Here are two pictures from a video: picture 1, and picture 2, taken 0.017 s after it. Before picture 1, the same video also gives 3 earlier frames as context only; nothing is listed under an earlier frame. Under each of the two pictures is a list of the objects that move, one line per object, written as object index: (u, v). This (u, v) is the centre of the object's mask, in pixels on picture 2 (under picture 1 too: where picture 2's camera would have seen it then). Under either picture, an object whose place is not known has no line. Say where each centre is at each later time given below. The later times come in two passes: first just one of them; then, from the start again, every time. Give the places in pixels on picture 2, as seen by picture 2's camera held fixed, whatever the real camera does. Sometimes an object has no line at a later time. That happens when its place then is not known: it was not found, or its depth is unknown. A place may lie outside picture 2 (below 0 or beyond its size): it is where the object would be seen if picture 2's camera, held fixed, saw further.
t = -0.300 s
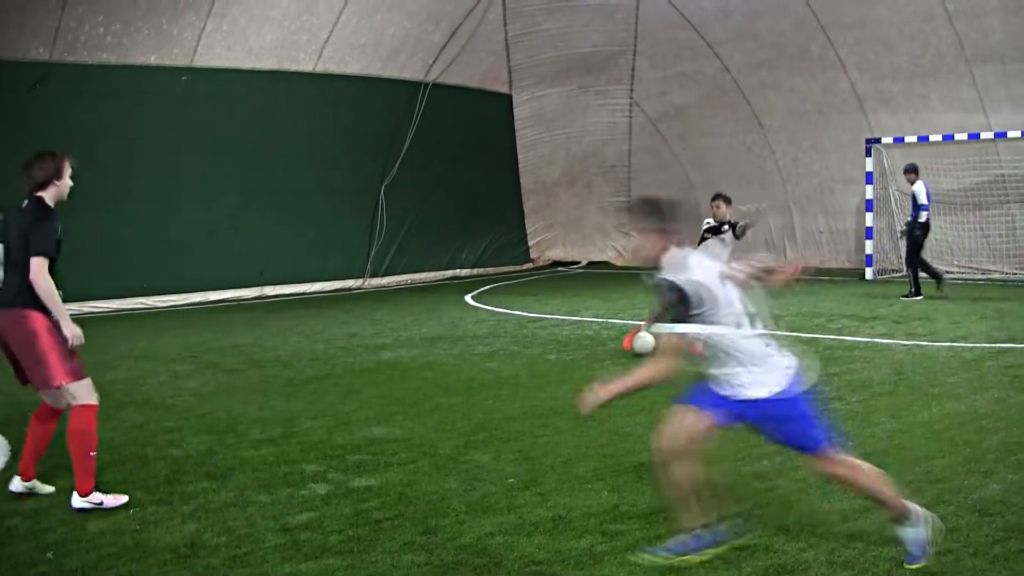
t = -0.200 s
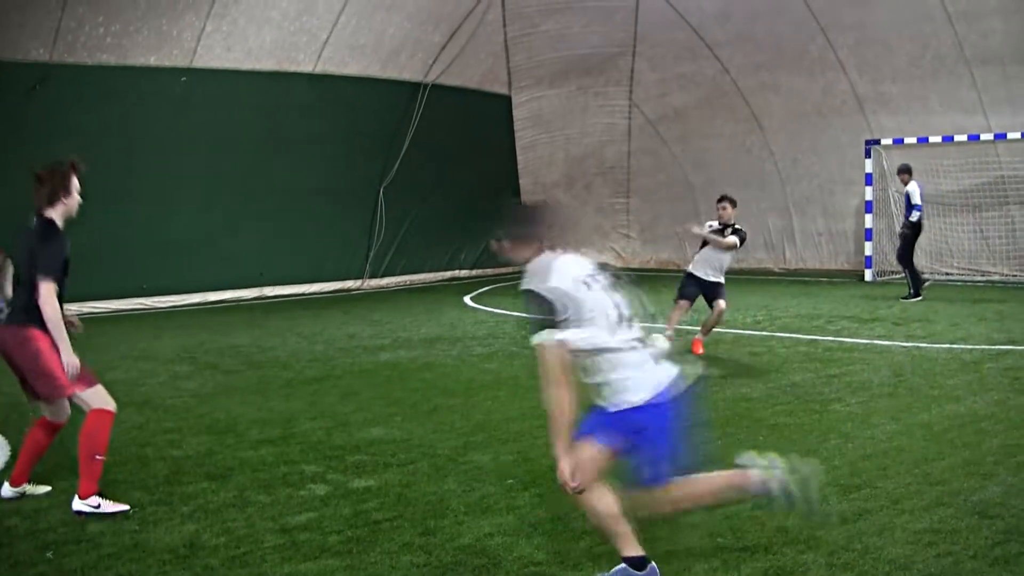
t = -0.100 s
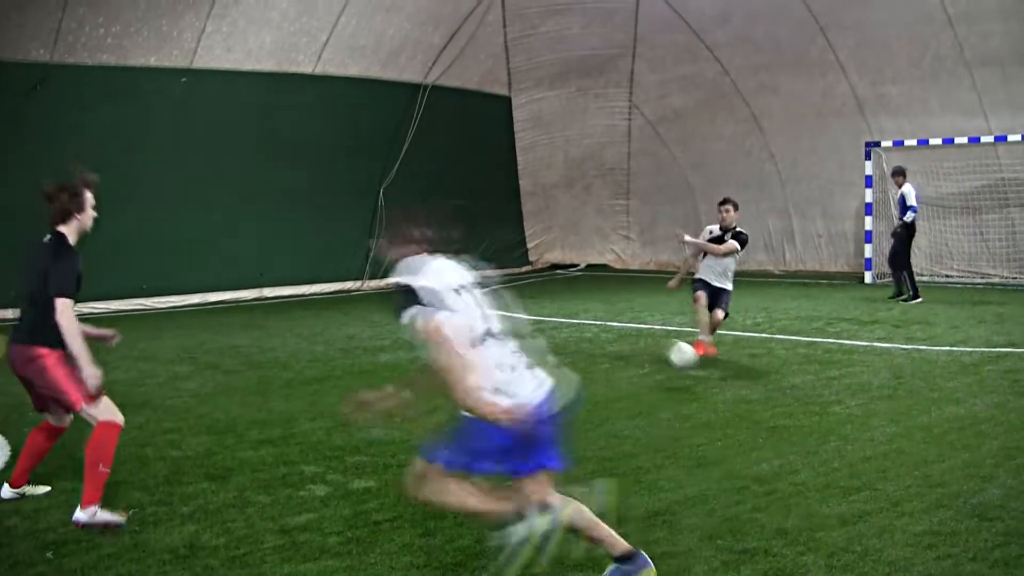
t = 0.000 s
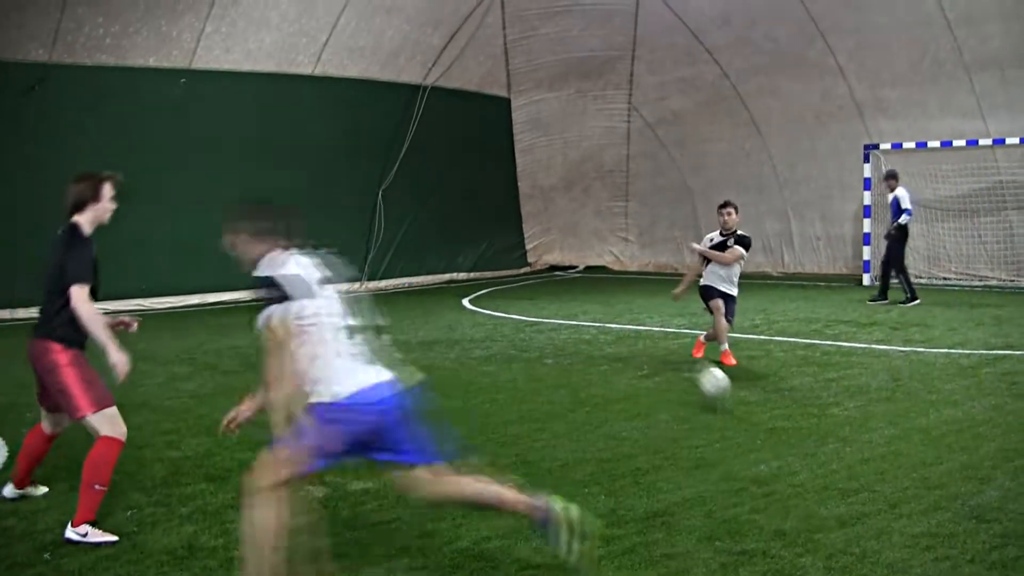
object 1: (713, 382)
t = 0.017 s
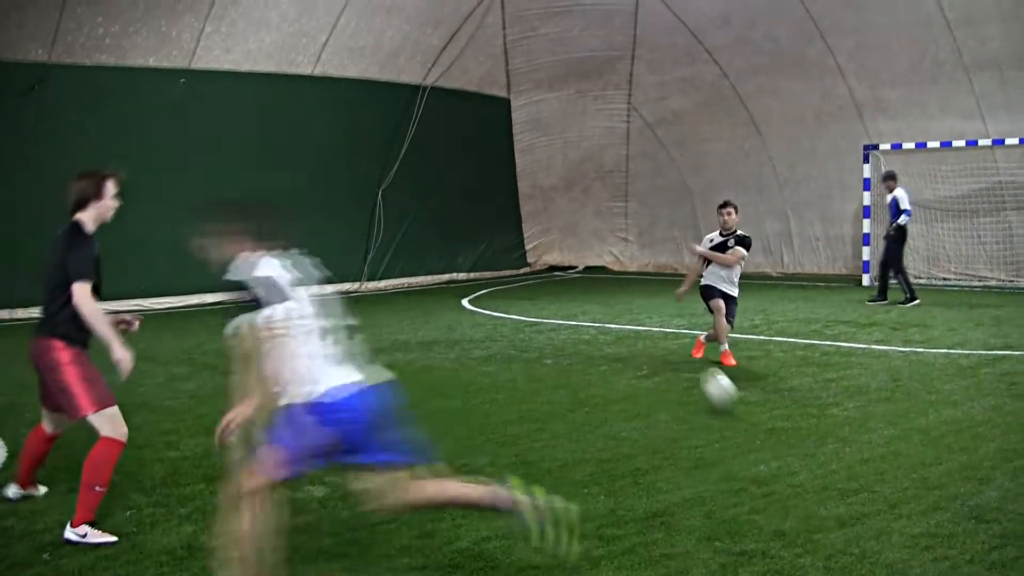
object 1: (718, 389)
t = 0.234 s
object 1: (788, 419)
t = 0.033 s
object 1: (724, 394)
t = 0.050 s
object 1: (729, 399)
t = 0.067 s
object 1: (735, 399)
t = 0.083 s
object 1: (739, 399)
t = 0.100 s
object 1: (744, 399)
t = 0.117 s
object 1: (749, 400)
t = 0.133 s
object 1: (754, 401)
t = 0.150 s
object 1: (760, 403)
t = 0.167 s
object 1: (766, 405)
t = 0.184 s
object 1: (772, 409)
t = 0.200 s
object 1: (778, 413)
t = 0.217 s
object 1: (784, 416)
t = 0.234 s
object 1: (788, 419)
